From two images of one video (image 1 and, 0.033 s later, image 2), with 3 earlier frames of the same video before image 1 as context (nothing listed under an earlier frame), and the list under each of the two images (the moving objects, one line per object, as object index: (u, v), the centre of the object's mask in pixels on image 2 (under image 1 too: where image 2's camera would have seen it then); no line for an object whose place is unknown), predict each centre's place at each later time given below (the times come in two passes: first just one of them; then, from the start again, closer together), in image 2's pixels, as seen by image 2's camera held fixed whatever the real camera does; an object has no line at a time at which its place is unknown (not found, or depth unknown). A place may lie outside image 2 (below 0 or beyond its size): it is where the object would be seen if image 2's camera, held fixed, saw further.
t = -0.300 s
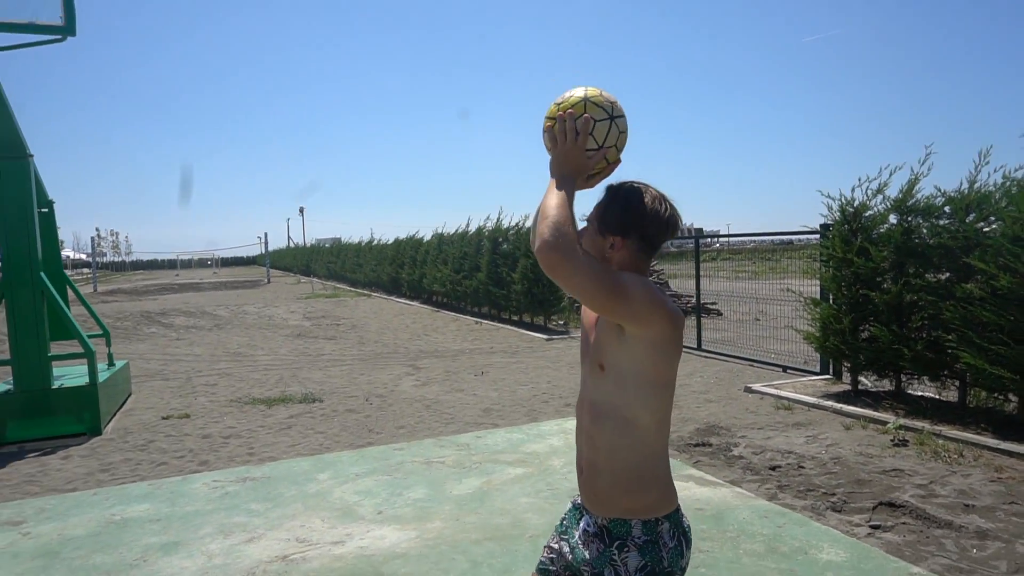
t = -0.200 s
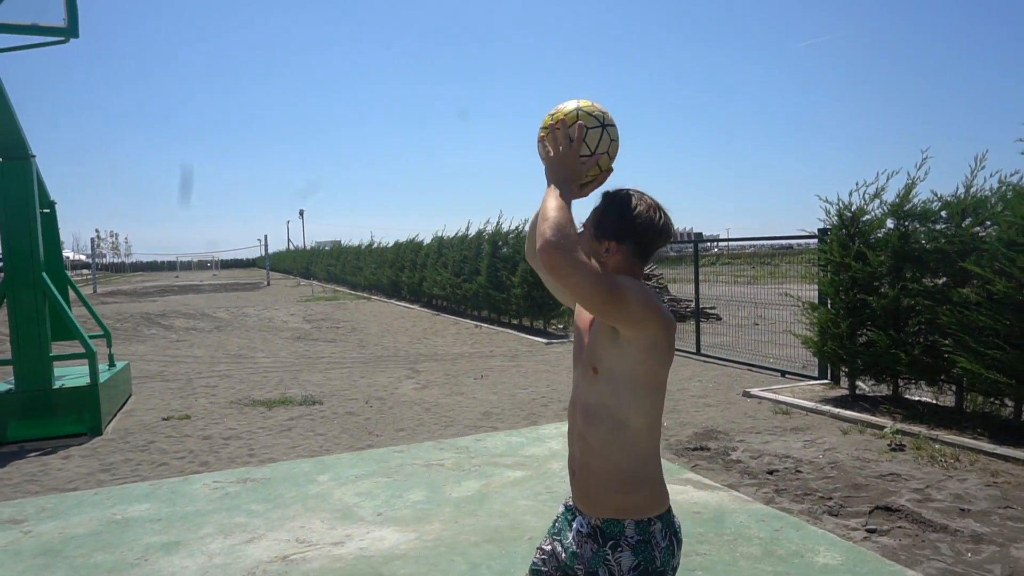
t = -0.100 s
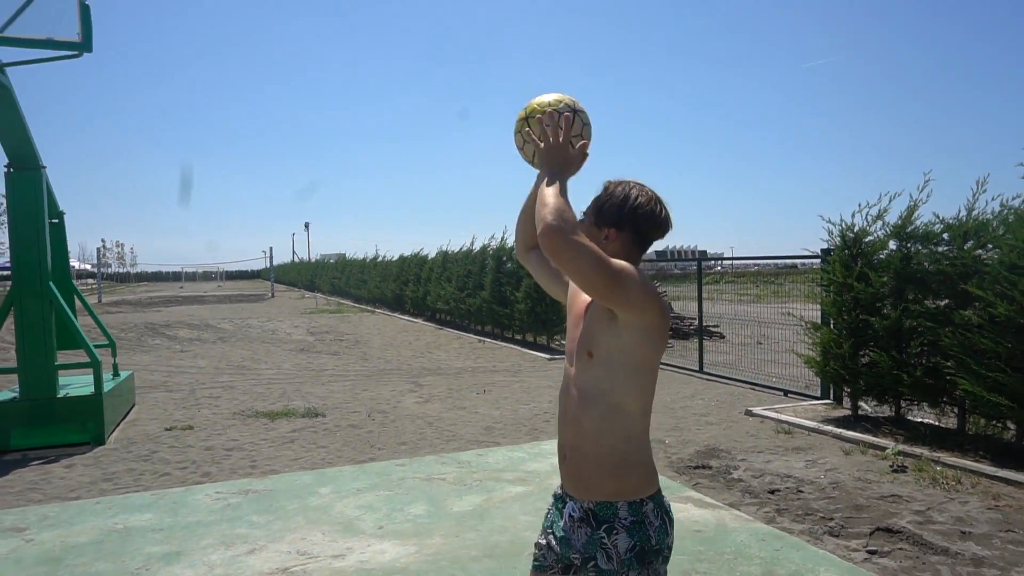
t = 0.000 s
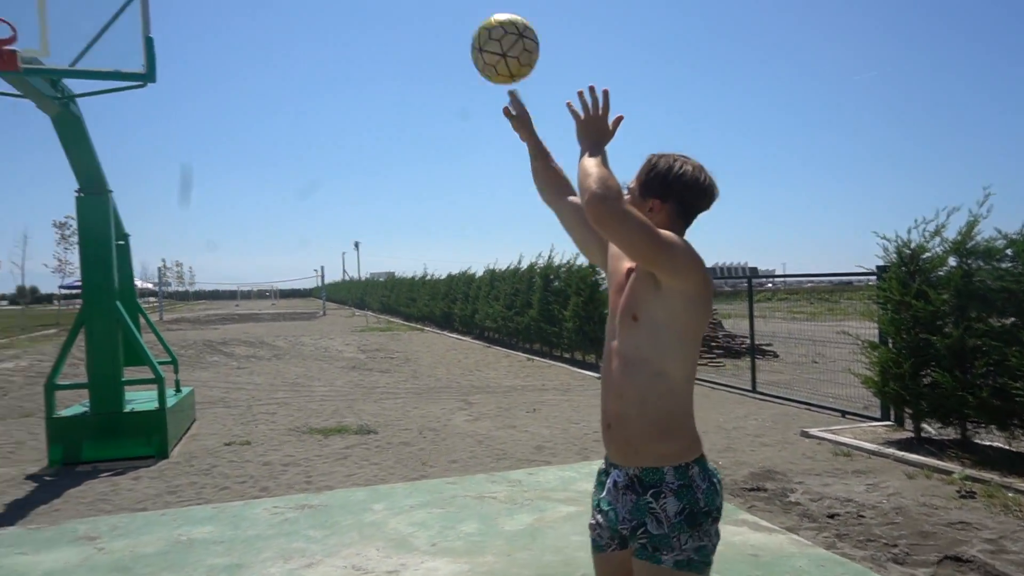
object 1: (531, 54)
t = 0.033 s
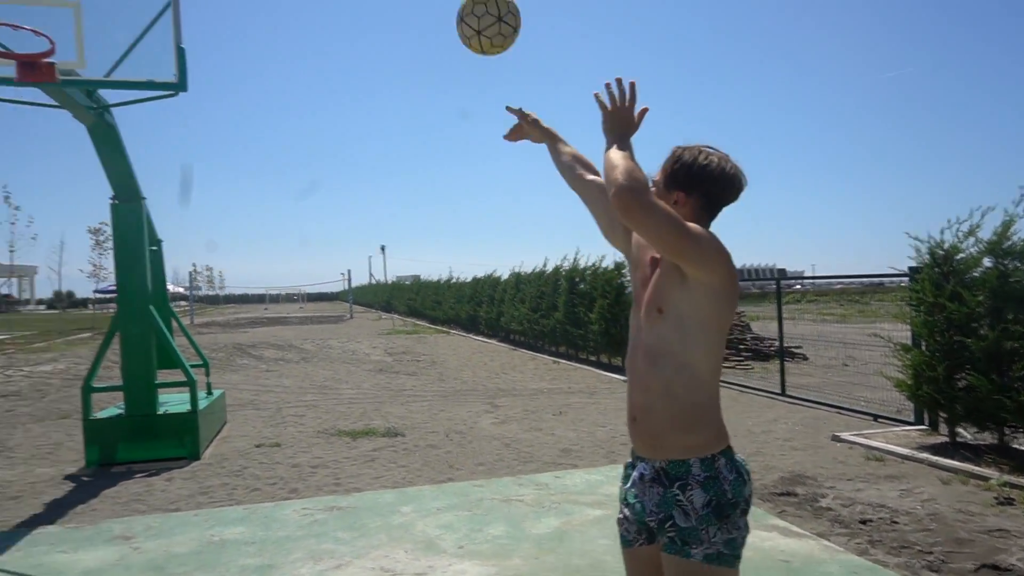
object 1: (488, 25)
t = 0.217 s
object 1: (325, -45)
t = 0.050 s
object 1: (469, 15)
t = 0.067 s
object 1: (449, 4)
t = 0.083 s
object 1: (430, -7)
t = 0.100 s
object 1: (413, -16)
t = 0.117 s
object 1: (398, -22)
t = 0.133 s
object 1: (385, -27)
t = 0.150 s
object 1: (372, -32)
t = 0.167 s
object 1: (358, -36)
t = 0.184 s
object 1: (346, -38)
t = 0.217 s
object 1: (325, -45)
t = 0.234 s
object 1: (314, -48)
